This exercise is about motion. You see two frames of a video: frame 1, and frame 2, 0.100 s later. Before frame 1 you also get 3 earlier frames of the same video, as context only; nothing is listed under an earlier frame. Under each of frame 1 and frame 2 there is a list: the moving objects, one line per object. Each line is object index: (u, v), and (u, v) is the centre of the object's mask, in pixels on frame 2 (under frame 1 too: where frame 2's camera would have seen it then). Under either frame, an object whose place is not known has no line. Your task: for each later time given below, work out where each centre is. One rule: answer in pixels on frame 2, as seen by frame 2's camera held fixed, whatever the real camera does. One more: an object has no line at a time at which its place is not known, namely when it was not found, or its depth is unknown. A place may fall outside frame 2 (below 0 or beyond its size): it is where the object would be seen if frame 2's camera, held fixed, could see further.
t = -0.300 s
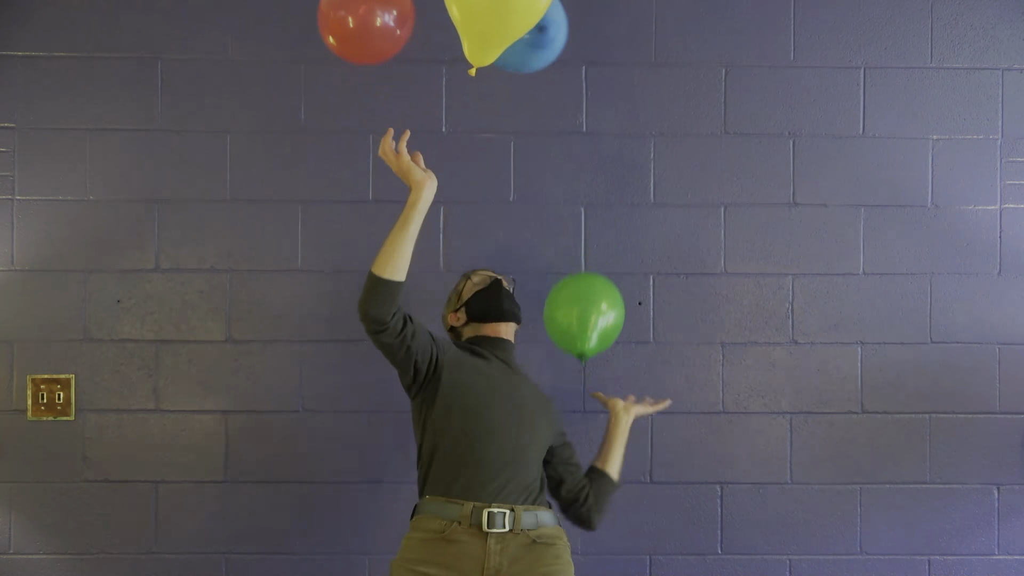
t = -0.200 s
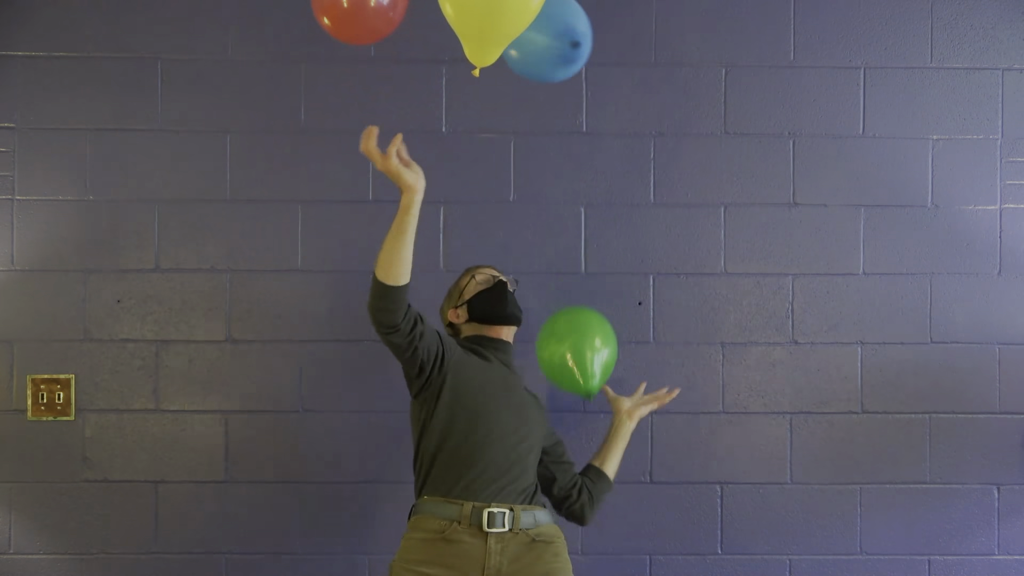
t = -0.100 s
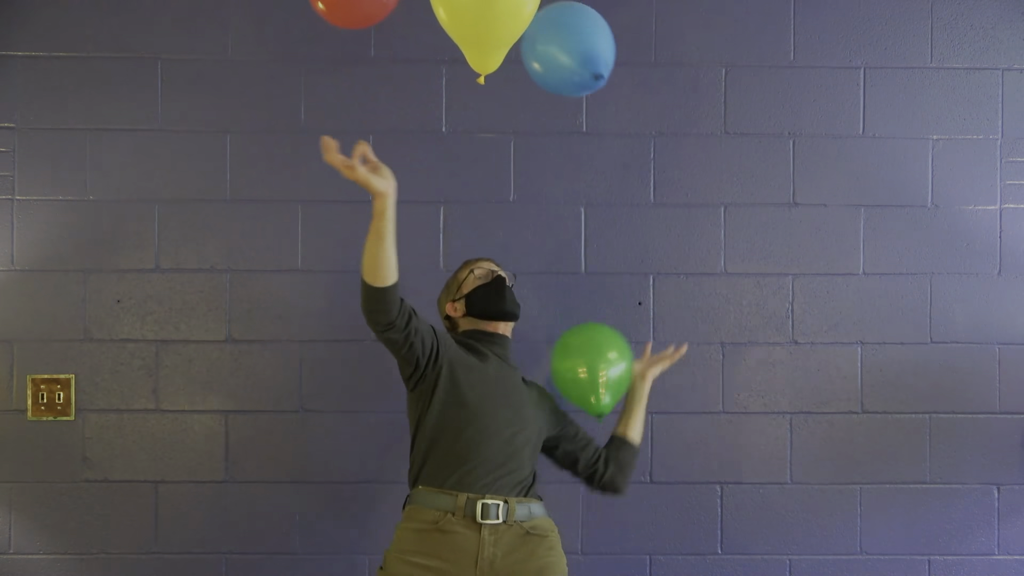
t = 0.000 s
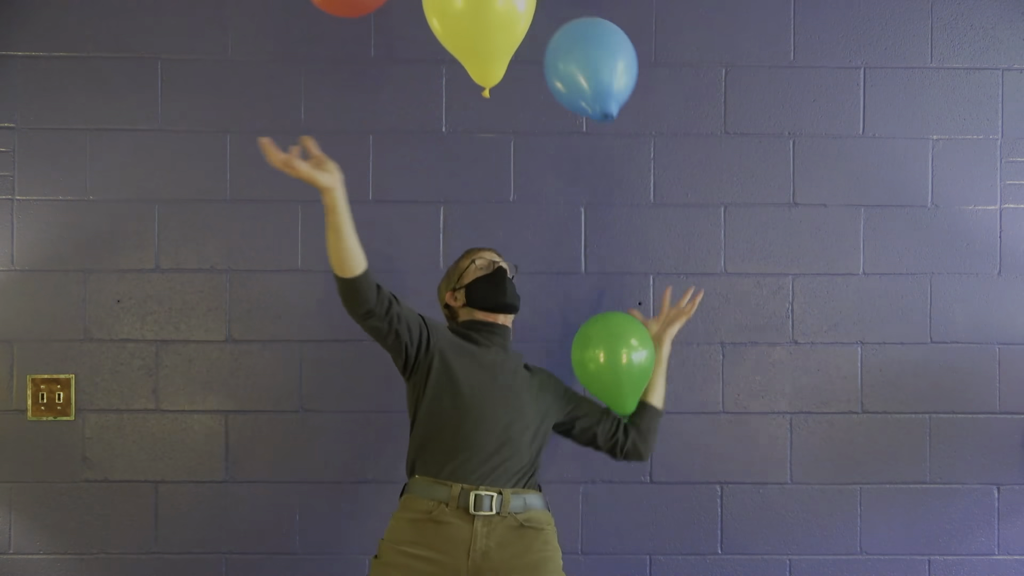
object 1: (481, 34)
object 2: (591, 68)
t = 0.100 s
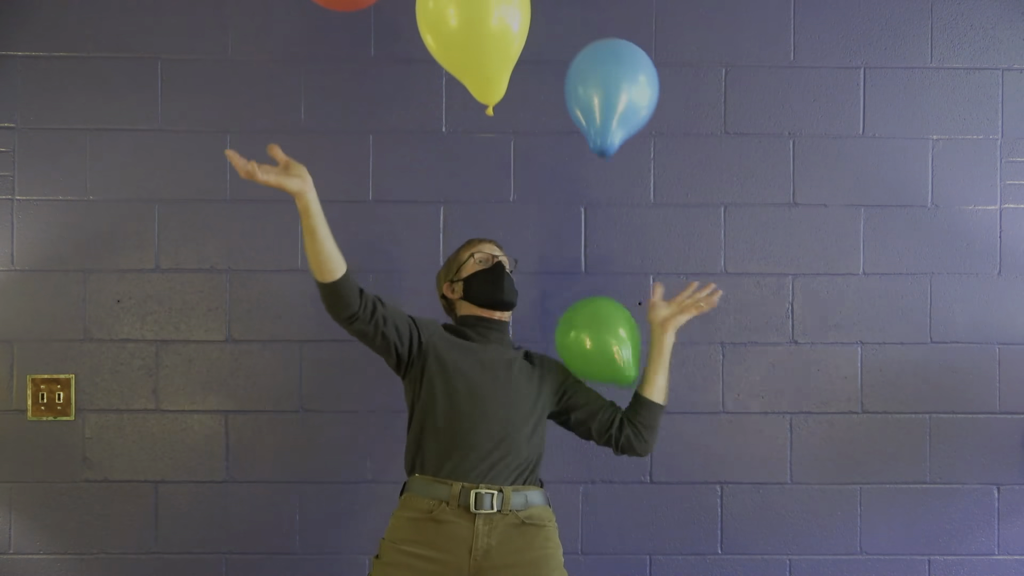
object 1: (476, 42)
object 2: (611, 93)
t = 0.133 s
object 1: (474, 44)
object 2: (616, 102)
